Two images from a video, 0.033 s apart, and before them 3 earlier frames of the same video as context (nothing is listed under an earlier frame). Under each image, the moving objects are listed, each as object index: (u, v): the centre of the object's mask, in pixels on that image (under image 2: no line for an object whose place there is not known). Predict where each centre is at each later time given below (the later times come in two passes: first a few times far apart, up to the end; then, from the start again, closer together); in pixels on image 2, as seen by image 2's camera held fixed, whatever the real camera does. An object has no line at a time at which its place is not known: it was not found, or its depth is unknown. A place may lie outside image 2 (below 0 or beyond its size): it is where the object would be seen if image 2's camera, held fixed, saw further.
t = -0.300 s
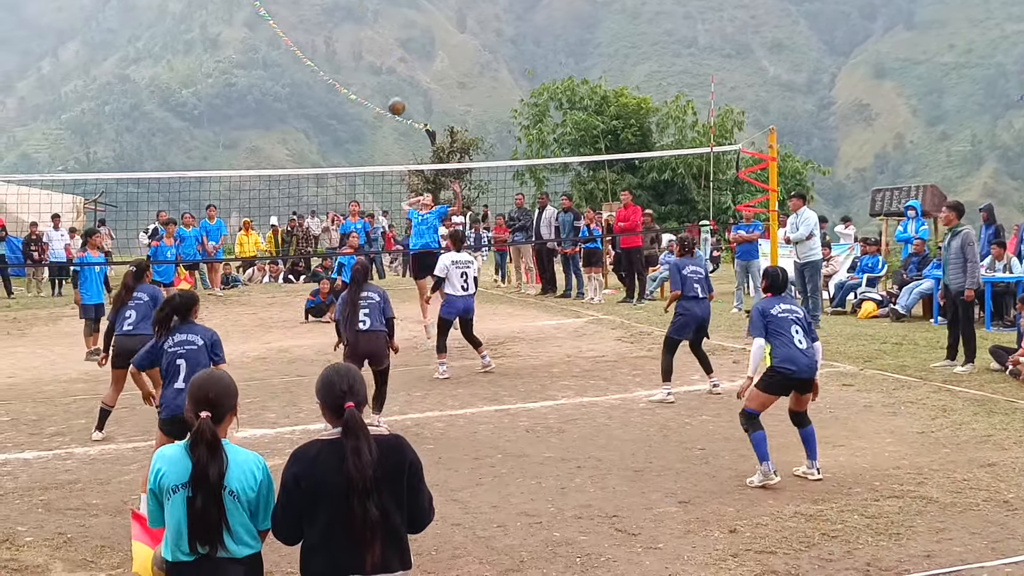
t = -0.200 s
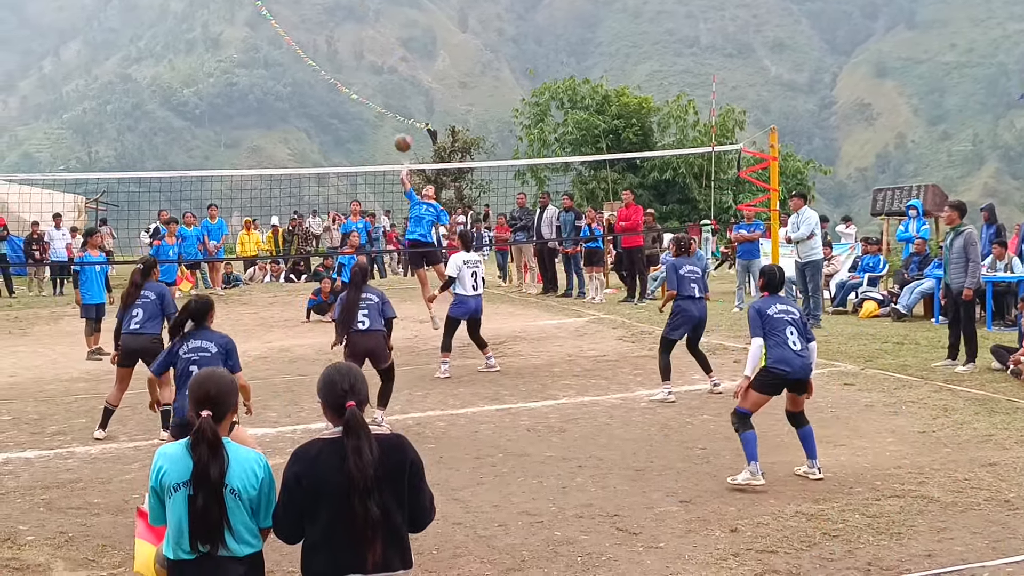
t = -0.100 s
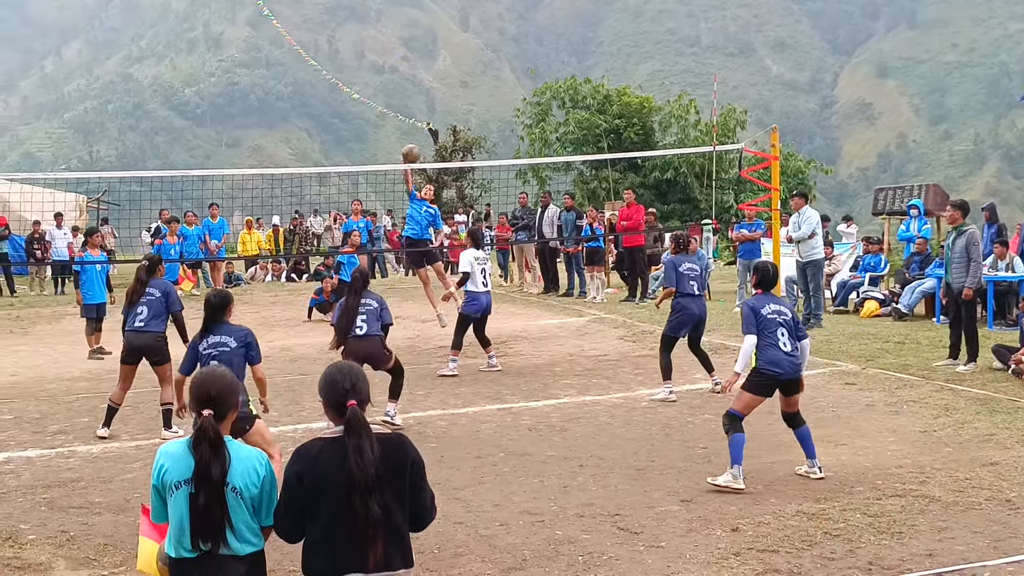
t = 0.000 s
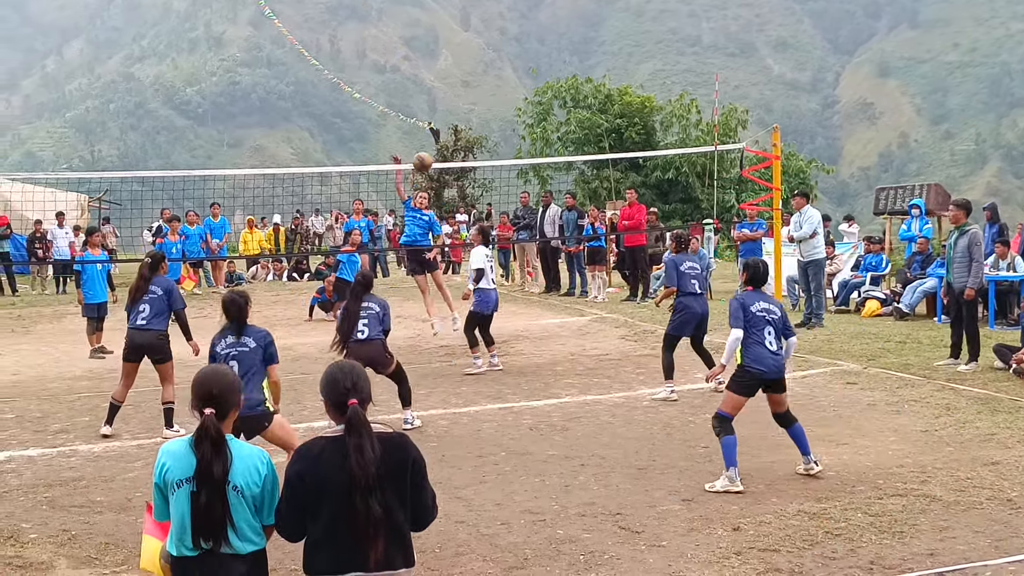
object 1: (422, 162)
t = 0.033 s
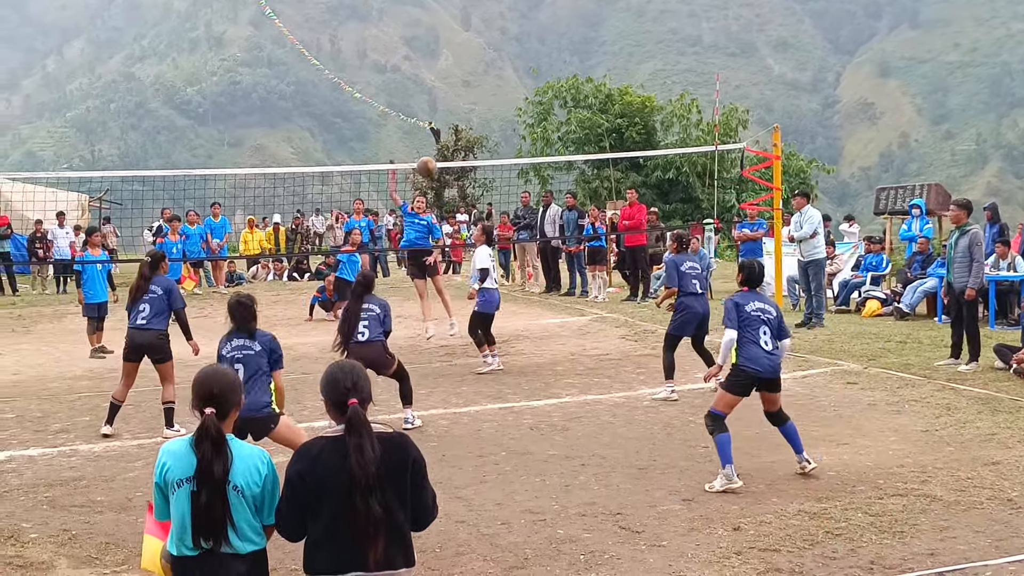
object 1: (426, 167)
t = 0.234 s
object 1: (455, 230)
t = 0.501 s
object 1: (521, 440)
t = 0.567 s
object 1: (542, 496)
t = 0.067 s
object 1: (430, 174)
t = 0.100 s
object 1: (435, 182)
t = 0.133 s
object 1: (440, 192)
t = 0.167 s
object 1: (444, 203)
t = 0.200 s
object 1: (449, 215)
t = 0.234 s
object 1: (455, 230)
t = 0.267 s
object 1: (461, 247)
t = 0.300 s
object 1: (468, 266)
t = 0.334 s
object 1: (474, 288)
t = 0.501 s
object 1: (521, 440)
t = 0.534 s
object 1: (532, 483)
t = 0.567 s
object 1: (542, 496)
